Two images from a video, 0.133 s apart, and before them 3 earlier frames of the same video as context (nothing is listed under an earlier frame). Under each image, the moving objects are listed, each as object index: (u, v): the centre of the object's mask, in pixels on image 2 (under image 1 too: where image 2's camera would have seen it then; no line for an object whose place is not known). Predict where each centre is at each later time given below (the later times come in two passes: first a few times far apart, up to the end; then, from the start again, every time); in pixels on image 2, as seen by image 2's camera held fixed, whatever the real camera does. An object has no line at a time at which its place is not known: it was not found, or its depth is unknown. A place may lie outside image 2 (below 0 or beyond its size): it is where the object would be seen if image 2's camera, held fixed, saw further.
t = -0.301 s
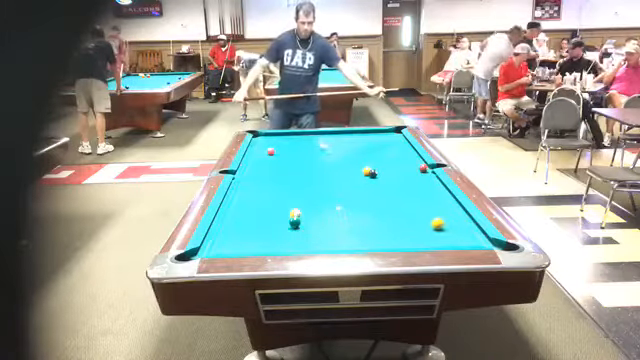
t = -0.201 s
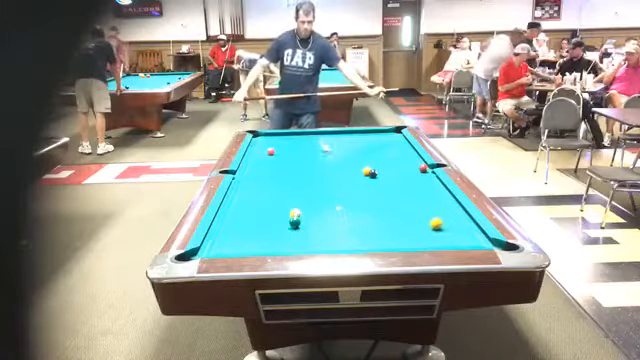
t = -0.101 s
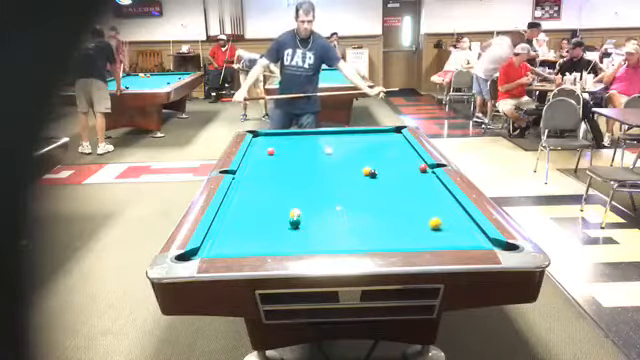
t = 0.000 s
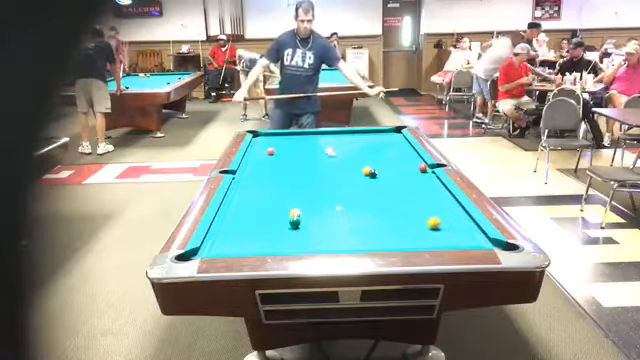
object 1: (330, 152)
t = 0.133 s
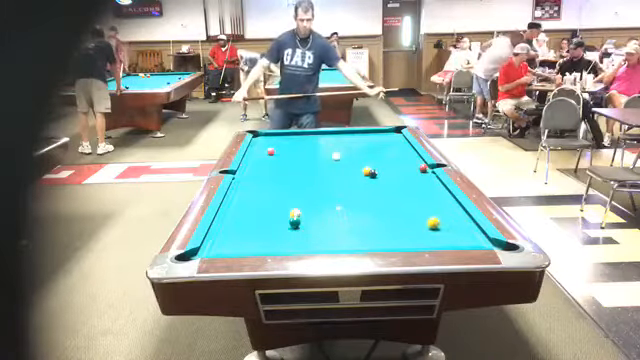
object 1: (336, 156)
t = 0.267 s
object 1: (339, 159)
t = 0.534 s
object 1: (348, 167)
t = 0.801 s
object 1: (358, 174)
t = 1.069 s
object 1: (370, 184)
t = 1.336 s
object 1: (379, 192)
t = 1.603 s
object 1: (394, 203)
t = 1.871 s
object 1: (408, 214)
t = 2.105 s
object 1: (420, 224)
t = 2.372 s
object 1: (437, 238)
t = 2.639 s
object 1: (448, 243)
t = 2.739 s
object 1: (448, 240)
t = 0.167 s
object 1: (336, 156)
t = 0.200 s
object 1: (338, 157)
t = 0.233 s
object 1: (339, 159)
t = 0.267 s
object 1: (339, 159)
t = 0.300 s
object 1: (340, 160)
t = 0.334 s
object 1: (341, 161)
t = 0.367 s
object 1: (343, 163)
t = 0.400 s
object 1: (344, 164)
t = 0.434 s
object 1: (345, 164)
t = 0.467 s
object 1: (346, 165)
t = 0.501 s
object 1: (348, 166)
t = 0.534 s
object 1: (348, 167)
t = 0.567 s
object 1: (350, 168)
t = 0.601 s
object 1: (352, 169)
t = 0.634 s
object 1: (352, 170)
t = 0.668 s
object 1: (354, 171)
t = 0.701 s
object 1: (355, 172)
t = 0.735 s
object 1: (356, 173)
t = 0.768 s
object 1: (357, 173)
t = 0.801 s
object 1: (358, 174)
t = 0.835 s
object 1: (359, 176)
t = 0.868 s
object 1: (361, 178)
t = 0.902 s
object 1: (362, 178)
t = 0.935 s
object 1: (364, 180)
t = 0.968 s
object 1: (365, 181)
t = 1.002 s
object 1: (366, 182)
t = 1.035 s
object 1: (368, 183)
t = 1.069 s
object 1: (370, 184)
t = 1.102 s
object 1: (371, 185)
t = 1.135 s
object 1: (373, 186)
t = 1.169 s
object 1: (375, 188)
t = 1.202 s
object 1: (376, 189)
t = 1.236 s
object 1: (377, 190)
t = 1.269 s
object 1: (378, 190)
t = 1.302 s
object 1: (378, 191)
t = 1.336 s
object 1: (379, 192)
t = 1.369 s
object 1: (383, 195)
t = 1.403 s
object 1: (384, 196)
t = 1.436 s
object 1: (386, 197)
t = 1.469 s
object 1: (389, 198)
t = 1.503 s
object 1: (390, 199)
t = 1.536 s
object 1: (391, 200)
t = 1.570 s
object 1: (393, 202)
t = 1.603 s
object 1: (394, 203)
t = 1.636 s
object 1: (396, 205)
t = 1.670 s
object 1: (398, 206)
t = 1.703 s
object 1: (399, 207)
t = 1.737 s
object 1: (401, 209)
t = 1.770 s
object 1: (403, 210)
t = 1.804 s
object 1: (404, 212)
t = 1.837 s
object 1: (407, 214)
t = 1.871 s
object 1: (408, 214)
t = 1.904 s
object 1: (410, 216)
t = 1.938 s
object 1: (411, 217)
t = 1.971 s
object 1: (412, 218)
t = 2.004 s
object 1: (415, 220)
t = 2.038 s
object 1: (417, 221)
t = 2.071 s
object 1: (418, 222)
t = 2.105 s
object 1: (420, 224)
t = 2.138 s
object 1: (421, 226)
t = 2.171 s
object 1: (425, 229)
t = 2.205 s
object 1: (426, 230)
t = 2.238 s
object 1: (428, 231)
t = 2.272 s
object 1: (430, 233)
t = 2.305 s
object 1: (432, 235)
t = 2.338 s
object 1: (435, 236)
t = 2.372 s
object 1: (437, 238)
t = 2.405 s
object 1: (439, 238)
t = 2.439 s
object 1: (441, 239)
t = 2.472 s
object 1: (442, 239)
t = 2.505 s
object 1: (444, 241)
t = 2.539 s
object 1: (449, 243)
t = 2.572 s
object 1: (449, 243)
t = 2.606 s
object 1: (448, 243)
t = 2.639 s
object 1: (448, 243)
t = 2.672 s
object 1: (449, 243)
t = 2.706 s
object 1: (449, 243)
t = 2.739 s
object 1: (448, 240)
